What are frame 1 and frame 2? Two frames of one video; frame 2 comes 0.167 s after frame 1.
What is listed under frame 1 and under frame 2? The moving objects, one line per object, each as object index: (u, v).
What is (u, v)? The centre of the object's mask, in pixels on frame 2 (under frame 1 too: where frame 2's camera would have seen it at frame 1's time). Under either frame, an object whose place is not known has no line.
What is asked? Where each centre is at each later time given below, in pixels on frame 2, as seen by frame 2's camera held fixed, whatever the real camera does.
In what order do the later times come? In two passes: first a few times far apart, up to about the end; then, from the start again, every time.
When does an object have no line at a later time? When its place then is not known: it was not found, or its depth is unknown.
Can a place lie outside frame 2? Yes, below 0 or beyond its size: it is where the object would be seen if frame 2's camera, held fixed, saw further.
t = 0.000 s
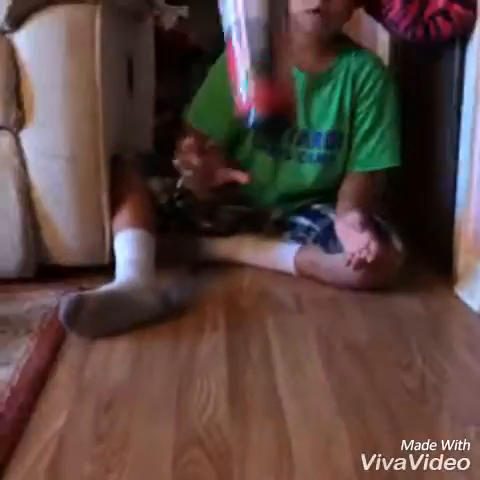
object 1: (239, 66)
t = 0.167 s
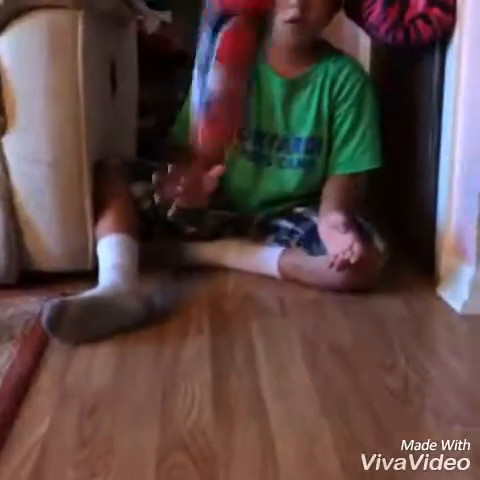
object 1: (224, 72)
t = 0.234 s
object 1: (225, 147)
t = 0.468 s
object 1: (218, 366)
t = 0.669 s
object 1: (210, 362)
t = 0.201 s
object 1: (224, 99)
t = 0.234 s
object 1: (225, 147)
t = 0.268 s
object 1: (223, 219)
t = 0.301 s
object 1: (223, 285)
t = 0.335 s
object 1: (224, 321)
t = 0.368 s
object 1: (221, 326)
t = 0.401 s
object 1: (220, 346)
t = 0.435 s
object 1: (218, 365)
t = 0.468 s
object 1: (218, 366)
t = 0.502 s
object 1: (219, 365)
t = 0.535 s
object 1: (216, 364)
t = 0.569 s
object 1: (214, 362)
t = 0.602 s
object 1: (215, 361)
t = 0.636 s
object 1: (211, 362)
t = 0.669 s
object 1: (210, 362)
